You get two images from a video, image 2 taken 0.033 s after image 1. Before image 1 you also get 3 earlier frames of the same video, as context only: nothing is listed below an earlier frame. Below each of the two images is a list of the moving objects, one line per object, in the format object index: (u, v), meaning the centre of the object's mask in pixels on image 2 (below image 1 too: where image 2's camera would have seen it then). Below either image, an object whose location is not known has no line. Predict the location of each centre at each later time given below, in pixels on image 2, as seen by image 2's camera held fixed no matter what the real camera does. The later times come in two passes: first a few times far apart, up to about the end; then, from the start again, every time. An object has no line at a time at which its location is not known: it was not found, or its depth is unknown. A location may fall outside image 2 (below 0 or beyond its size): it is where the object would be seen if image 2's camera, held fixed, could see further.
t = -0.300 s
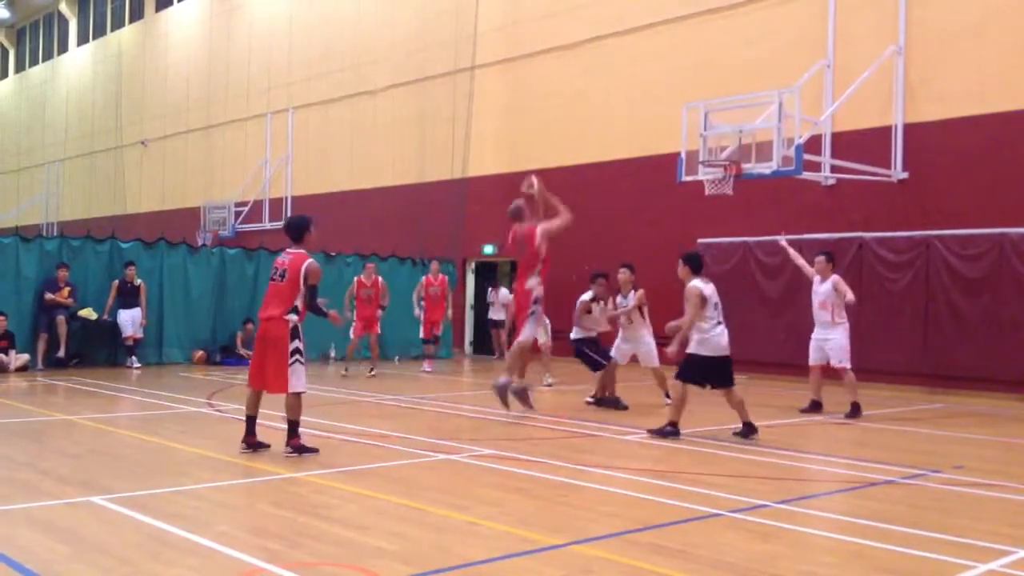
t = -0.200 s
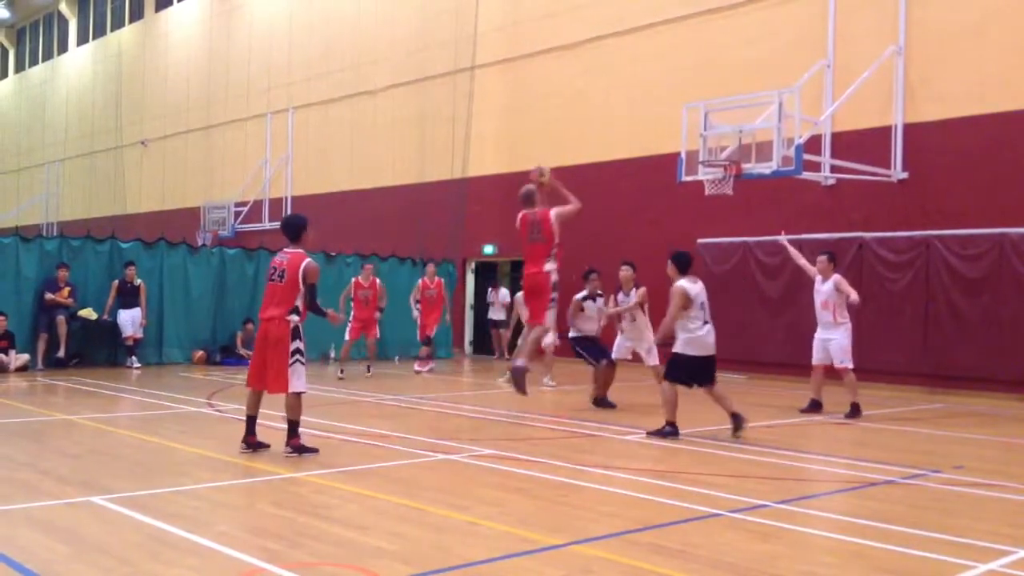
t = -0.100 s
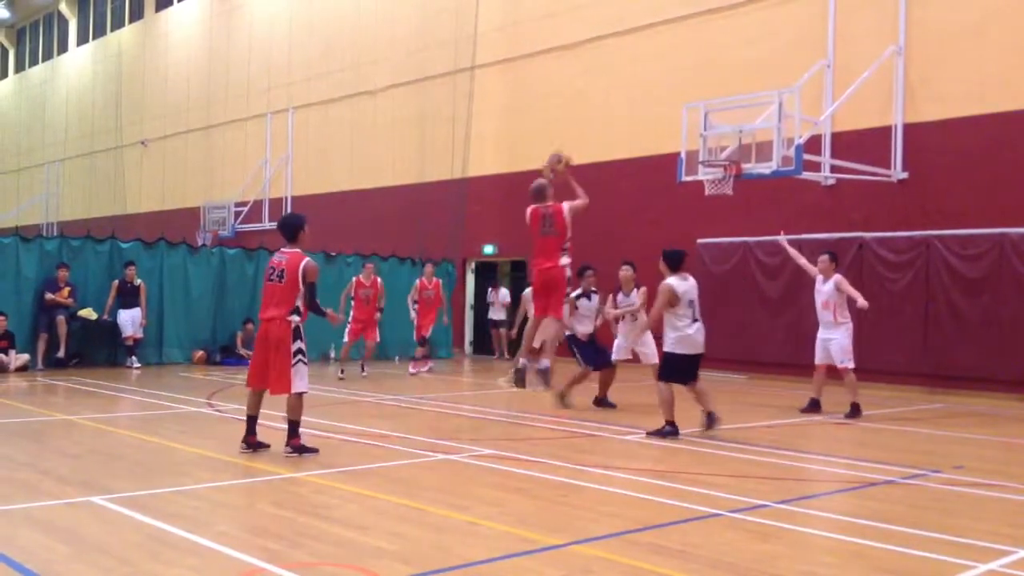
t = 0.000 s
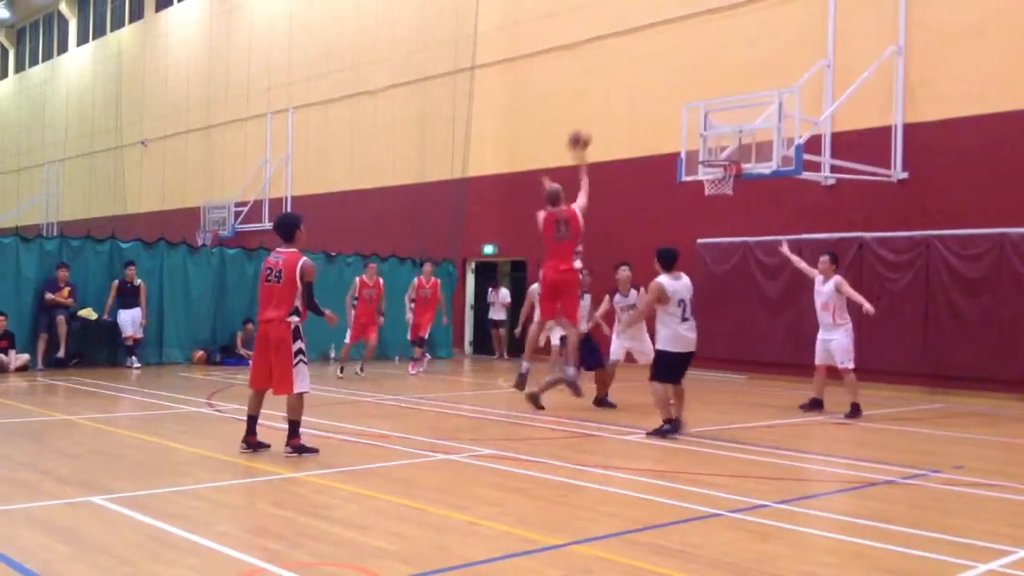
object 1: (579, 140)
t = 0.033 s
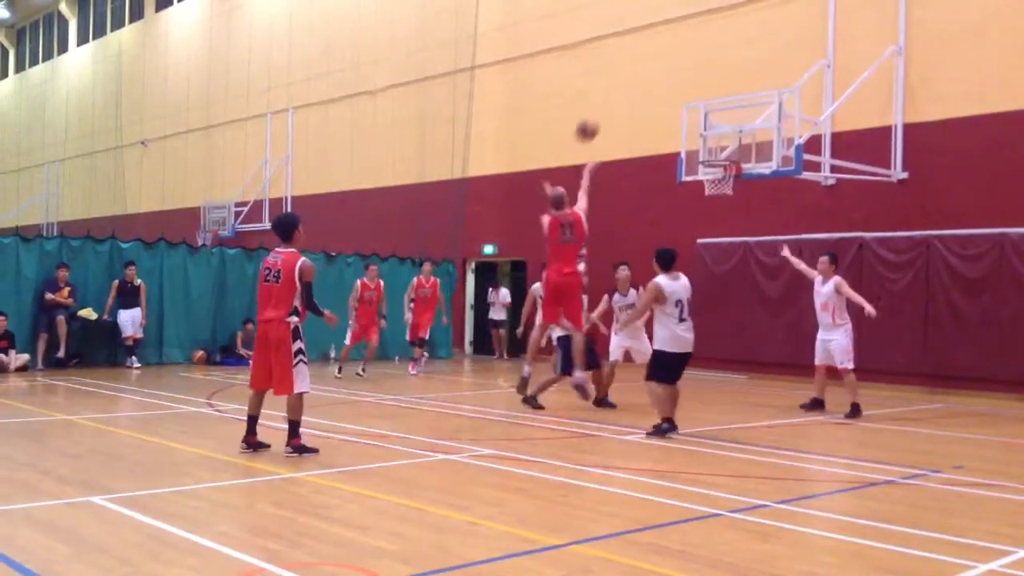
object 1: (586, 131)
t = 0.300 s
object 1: (645, 84)
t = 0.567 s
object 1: (693, 101)
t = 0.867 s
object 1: (727, 155)
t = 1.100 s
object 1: (698, 143)
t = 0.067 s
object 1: (595, 119)
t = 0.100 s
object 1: (602, 111)
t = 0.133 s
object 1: (610, 106)
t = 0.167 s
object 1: (617, 99)
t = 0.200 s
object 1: (624, 93)
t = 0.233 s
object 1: (631, 89)
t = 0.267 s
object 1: (639, 86)
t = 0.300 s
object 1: (645, 84)
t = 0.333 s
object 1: (652, 83)
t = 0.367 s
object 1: (657, 83)
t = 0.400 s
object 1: (664, 85)
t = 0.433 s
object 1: (670, 85)
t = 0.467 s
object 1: (676, 87)
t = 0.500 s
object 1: (682, 92)
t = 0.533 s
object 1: (687, 95)
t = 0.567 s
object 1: (693, 101)
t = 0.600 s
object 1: (698, 107)
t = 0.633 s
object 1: (705, 113)
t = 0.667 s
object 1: (710, 122)
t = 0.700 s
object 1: (714, 129)
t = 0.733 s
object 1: (719, 138)
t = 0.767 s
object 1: (725, 147)
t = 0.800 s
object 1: (727, 154)
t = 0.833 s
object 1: (729, 157)
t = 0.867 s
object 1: (727, 155)
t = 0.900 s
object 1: (723, 155)
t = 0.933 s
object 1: (716, 151)
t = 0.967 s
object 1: (715, 148)
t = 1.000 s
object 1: (710, 146)
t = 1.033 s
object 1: (706, 144)
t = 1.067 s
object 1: (702, 143)
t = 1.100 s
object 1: (698, 143)
